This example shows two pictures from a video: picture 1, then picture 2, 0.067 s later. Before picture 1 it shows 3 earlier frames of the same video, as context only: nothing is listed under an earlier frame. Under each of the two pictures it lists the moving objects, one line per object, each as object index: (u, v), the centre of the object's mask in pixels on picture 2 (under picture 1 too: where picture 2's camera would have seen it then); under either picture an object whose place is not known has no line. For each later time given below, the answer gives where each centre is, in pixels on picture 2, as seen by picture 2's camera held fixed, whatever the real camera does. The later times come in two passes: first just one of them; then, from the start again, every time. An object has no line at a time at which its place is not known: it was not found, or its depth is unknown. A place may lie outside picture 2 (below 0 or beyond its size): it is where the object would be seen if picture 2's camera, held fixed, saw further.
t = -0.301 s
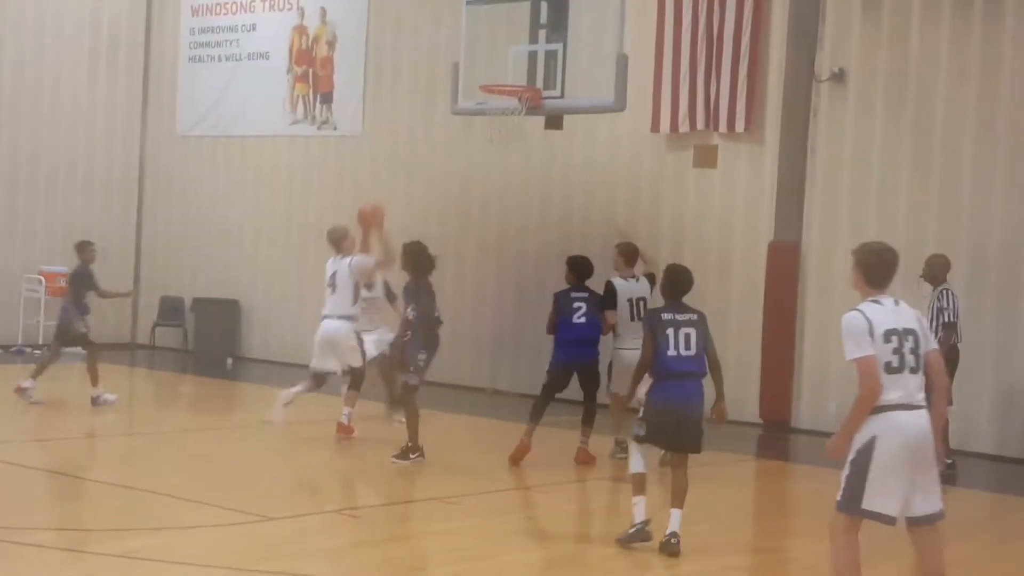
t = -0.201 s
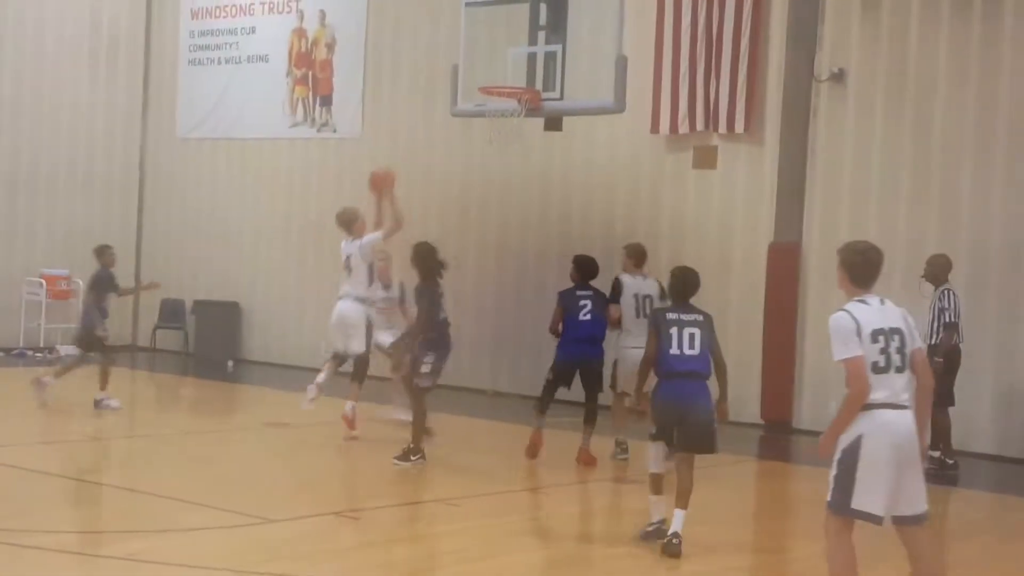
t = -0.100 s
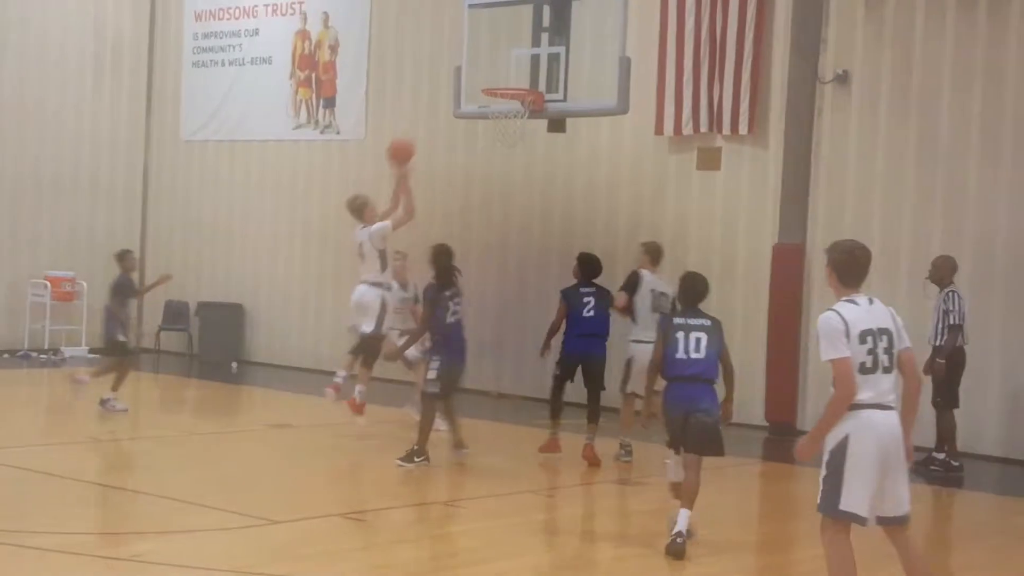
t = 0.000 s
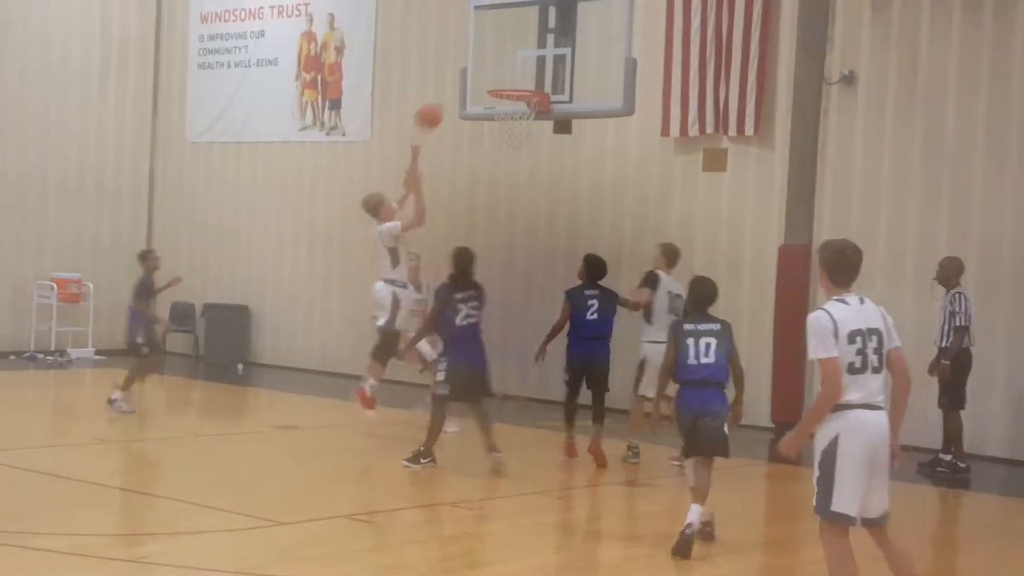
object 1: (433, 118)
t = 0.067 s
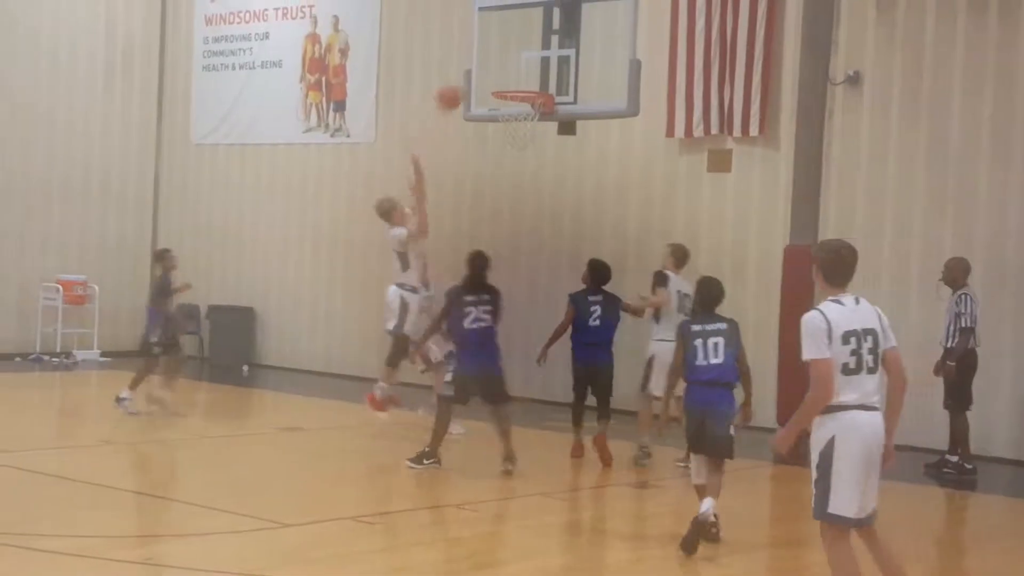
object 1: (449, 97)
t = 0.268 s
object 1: (497, 65)
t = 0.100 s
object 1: (457, 90)
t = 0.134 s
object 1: (465, 82)
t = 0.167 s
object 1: (473, 76)
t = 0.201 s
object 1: (482, 70)
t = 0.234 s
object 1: (489, 67)
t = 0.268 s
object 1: (497, 65)
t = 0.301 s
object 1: (502, 63)
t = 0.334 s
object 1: (502, 62)
